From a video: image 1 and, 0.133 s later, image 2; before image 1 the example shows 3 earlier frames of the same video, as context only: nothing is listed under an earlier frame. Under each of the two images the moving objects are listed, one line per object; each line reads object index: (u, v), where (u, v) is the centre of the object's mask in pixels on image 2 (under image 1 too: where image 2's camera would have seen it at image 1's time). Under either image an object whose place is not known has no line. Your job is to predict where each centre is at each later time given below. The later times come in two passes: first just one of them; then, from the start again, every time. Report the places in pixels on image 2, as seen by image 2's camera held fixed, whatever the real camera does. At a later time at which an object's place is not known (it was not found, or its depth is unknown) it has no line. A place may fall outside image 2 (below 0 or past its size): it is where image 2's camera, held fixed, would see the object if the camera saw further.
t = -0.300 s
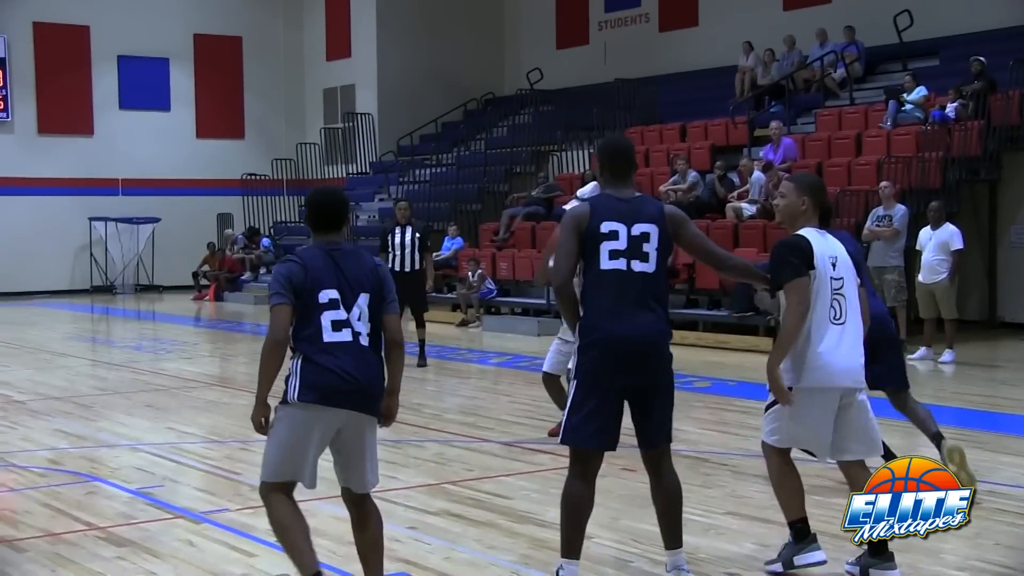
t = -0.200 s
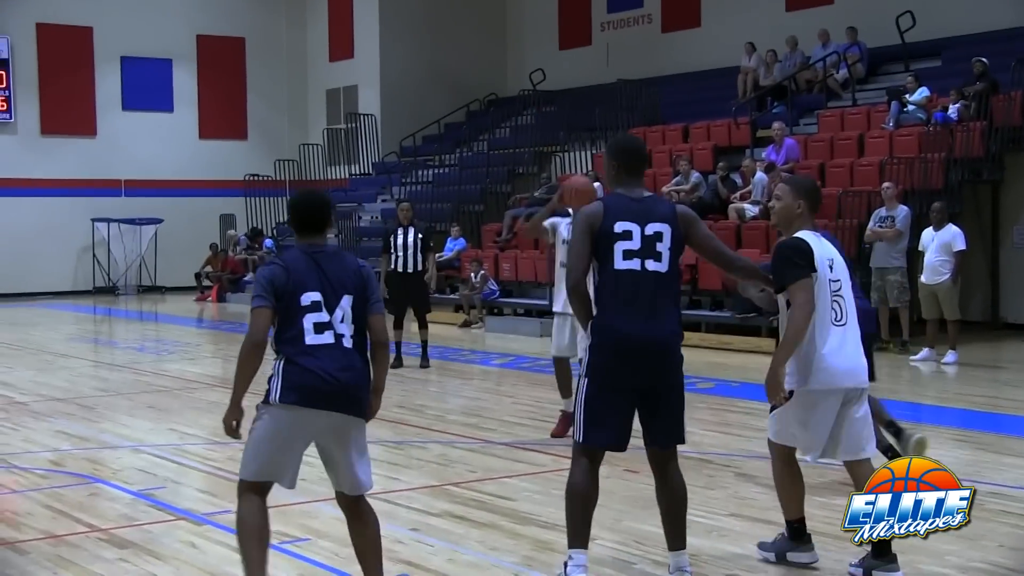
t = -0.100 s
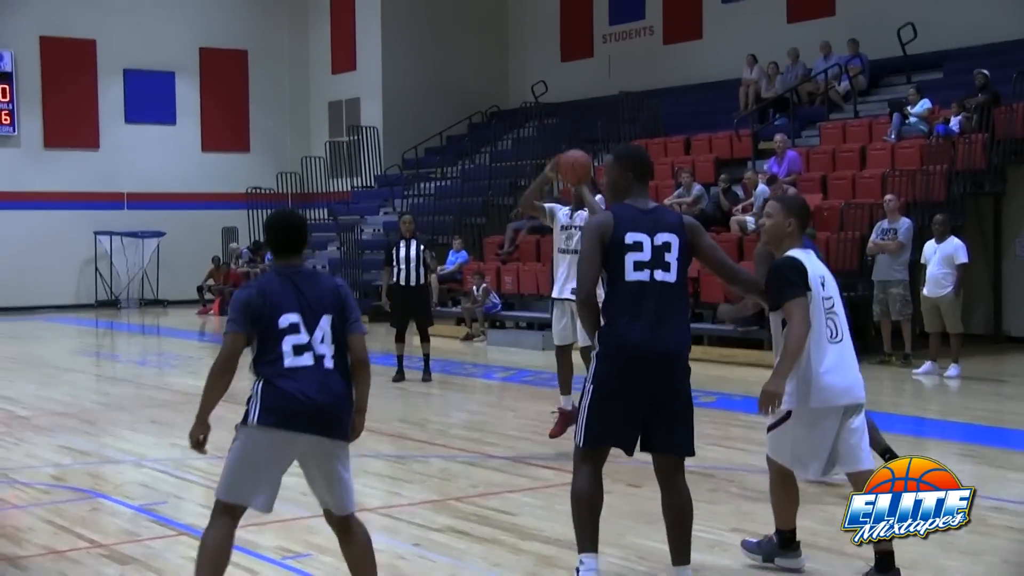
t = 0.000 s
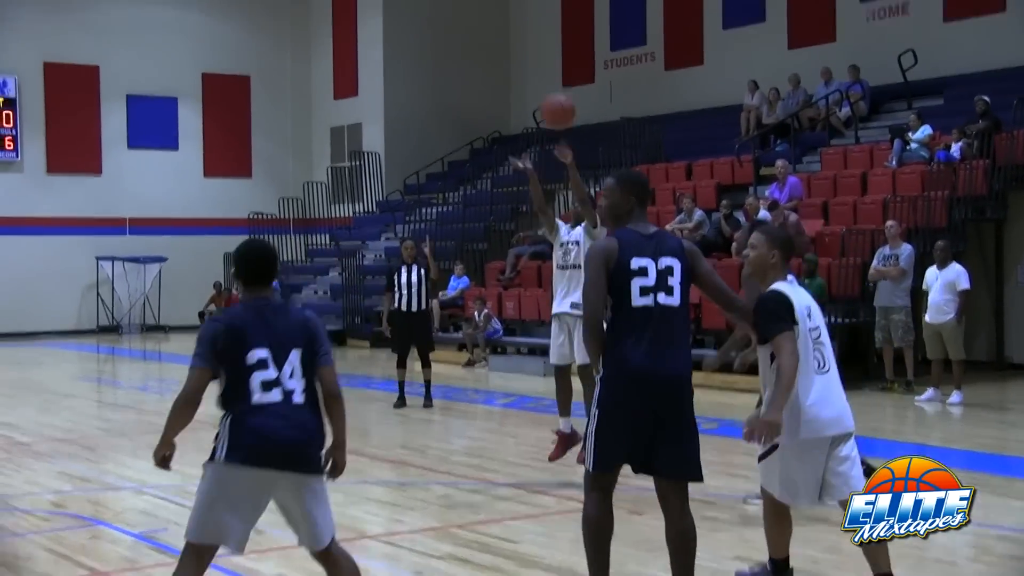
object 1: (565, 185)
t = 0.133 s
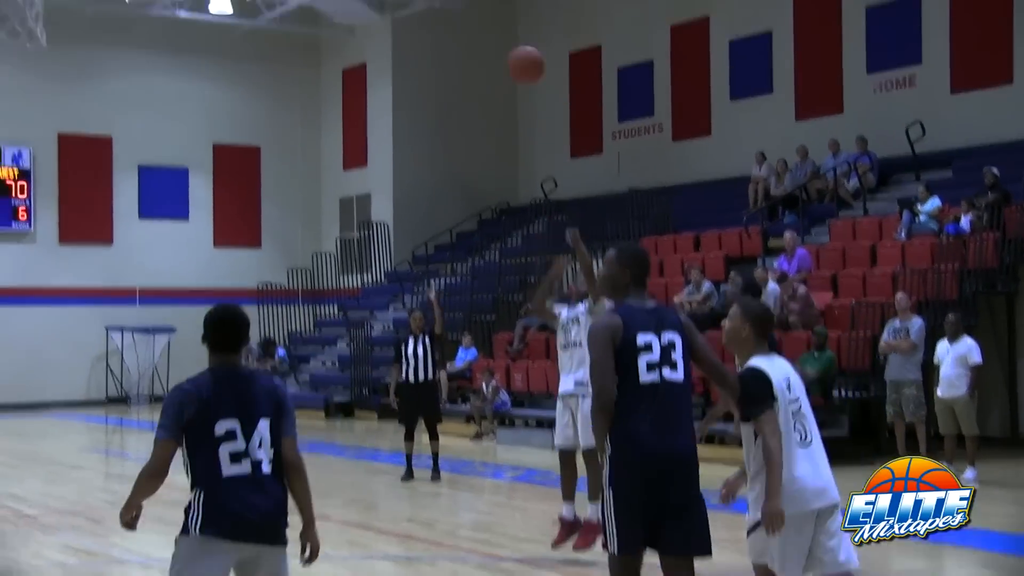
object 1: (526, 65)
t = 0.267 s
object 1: (480, -44)
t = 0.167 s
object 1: (515, 37)
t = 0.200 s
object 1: (504, 8)
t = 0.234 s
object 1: (492, -18)
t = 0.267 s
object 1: (480, -44)
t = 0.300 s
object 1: (466, -68)
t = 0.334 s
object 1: (454, -92)
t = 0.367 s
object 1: (440, -114)
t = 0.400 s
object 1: (426, -135)
